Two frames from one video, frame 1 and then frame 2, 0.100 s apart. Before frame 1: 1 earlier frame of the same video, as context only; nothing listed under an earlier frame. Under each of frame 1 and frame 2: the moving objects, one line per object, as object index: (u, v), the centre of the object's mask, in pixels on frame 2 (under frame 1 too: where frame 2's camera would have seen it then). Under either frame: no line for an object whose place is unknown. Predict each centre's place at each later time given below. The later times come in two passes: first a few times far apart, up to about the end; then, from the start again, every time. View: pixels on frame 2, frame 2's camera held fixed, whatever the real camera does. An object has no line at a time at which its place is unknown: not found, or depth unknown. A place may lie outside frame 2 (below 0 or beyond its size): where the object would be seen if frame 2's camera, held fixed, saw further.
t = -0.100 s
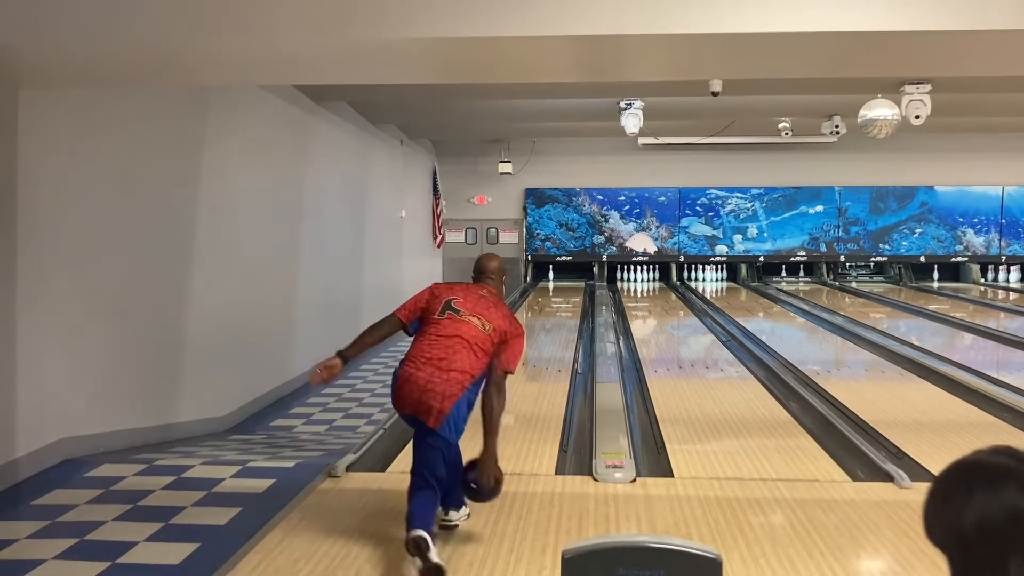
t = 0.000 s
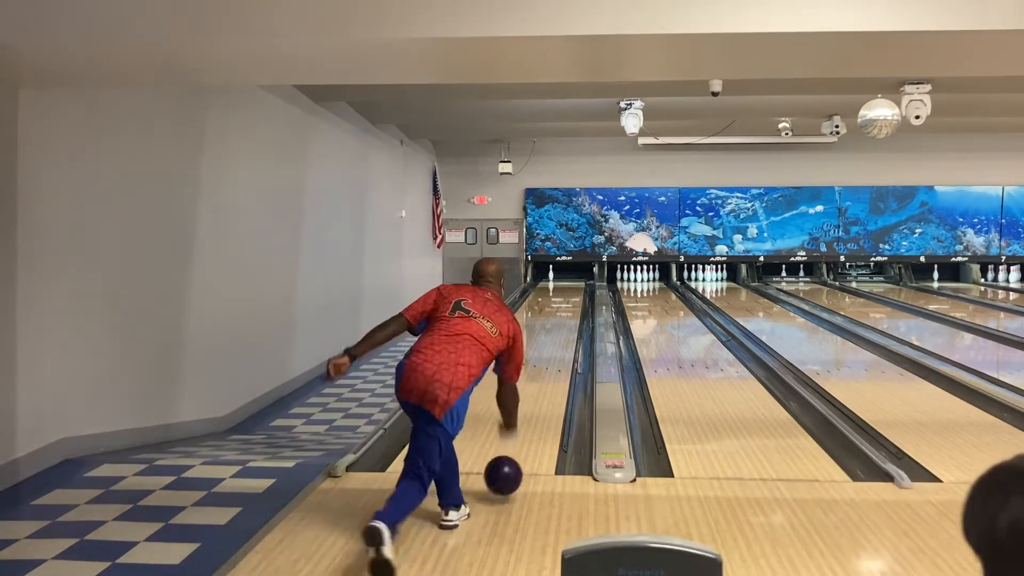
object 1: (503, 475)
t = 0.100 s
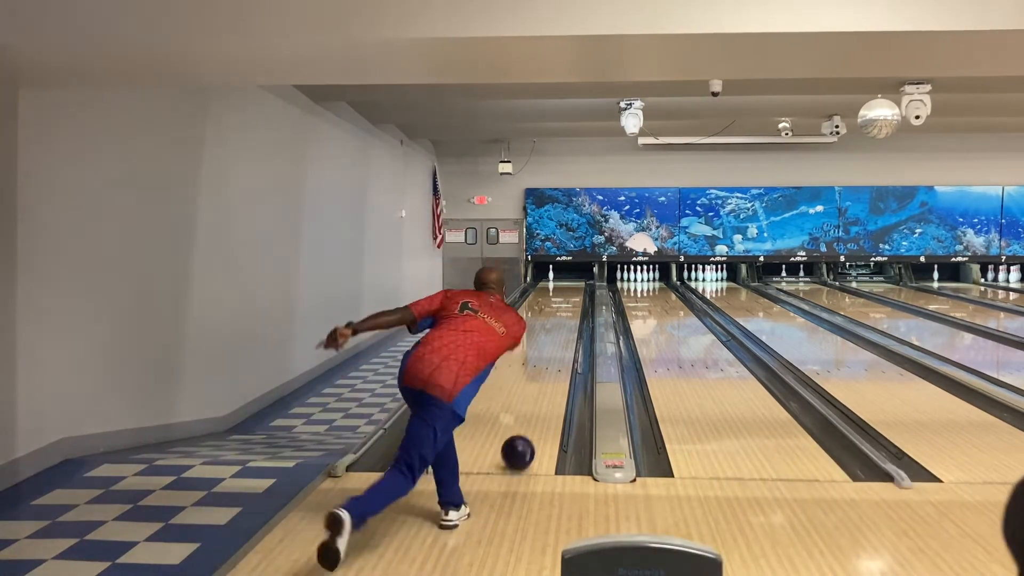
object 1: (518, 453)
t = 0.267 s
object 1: (534, 413)
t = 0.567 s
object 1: (552, 368)
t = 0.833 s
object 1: (561, 342)
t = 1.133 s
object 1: (565, 322)
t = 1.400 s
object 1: (567, 309)
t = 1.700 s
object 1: (568, 299)
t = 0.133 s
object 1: (522, 443)
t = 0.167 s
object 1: (525, 435)
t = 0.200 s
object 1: (529, 427)
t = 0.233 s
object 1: (532, 420)
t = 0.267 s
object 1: (534, 413)
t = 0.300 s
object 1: (537, 406)
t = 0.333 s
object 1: (539, 401)
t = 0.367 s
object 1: (542, 395)
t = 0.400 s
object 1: (544, 390)
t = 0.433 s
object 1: (546, 385)
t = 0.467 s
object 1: (547, 380)
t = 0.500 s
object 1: (549, 376)
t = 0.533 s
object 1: (550, 372)
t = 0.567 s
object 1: (552, 368)
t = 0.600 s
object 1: (553, 364)
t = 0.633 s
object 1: (555, 360)
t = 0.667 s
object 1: (556, 357)
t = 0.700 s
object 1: (557, 353)
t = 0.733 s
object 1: (558, 351)
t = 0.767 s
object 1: (559, 348)
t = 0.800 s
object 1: (560, 345)
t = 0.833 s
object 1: (561, 342)
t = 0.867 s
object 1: (561, 340)
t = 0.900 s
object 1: (562, 337)
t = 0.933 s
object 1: (563, 335)
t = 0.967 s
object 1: (563, 332)
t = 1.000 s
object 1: (563, 330)
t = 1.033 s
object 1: (564, 328)
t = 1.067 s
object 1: (565, 326)
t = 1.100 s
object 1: (565, 324)
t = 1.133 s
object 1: (565, 322)
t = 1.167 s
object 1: (566, 320)
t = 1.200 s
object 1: (566, 318)
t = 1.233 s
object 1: (566, 317)
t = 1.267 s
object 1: (566, 315)
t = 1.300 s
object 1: (567, 313)
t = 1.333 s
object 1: (567, 312)
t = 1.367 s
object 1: (567, 310)
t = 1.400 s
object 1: (567, 309)
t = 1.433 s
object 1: (567, 307)
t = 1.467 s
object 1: (568, 306)
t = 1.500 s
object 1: (568, 305)
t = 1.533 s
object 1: (568, 304)
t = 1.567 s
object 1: (568, 303)
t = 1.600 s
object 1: (568, 302)
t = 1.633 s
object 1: (568, 300)
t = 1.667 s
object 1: (568, 299)
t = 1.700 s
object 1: (568, 299)
